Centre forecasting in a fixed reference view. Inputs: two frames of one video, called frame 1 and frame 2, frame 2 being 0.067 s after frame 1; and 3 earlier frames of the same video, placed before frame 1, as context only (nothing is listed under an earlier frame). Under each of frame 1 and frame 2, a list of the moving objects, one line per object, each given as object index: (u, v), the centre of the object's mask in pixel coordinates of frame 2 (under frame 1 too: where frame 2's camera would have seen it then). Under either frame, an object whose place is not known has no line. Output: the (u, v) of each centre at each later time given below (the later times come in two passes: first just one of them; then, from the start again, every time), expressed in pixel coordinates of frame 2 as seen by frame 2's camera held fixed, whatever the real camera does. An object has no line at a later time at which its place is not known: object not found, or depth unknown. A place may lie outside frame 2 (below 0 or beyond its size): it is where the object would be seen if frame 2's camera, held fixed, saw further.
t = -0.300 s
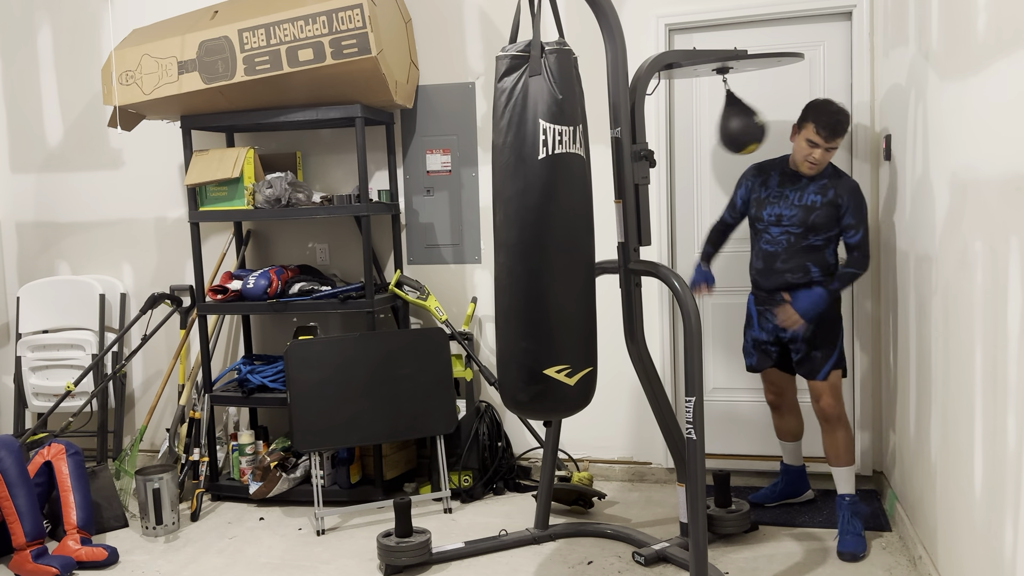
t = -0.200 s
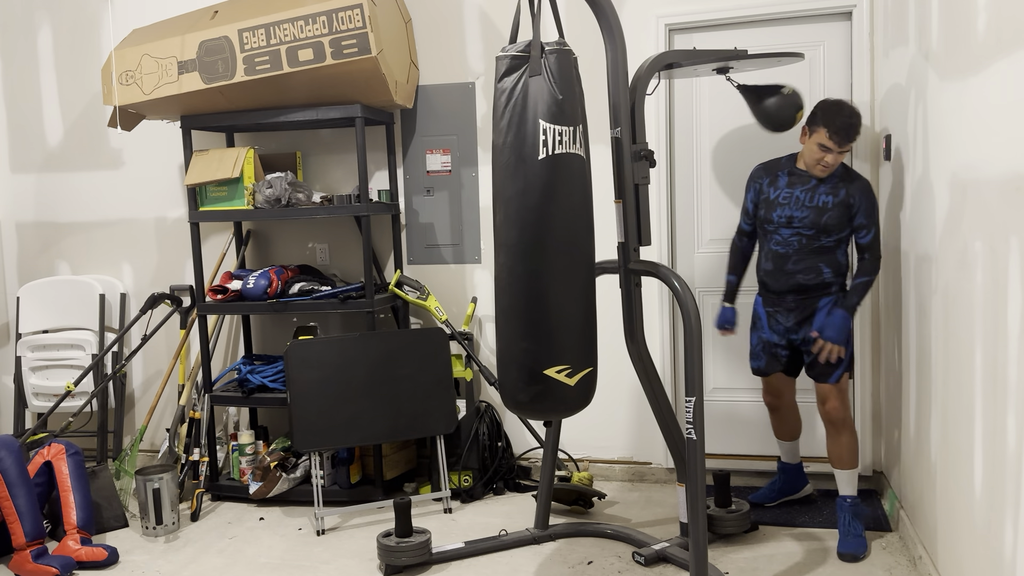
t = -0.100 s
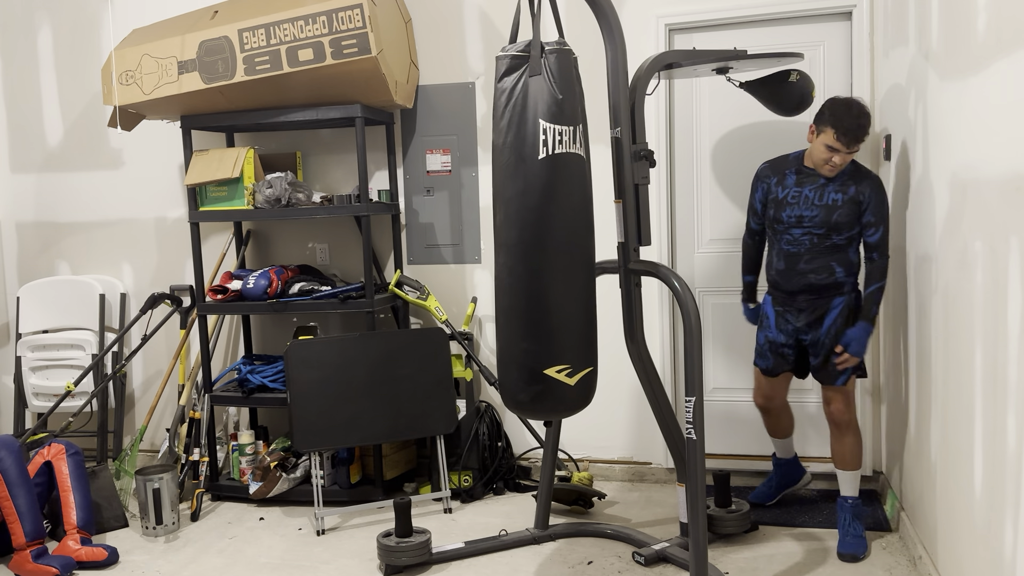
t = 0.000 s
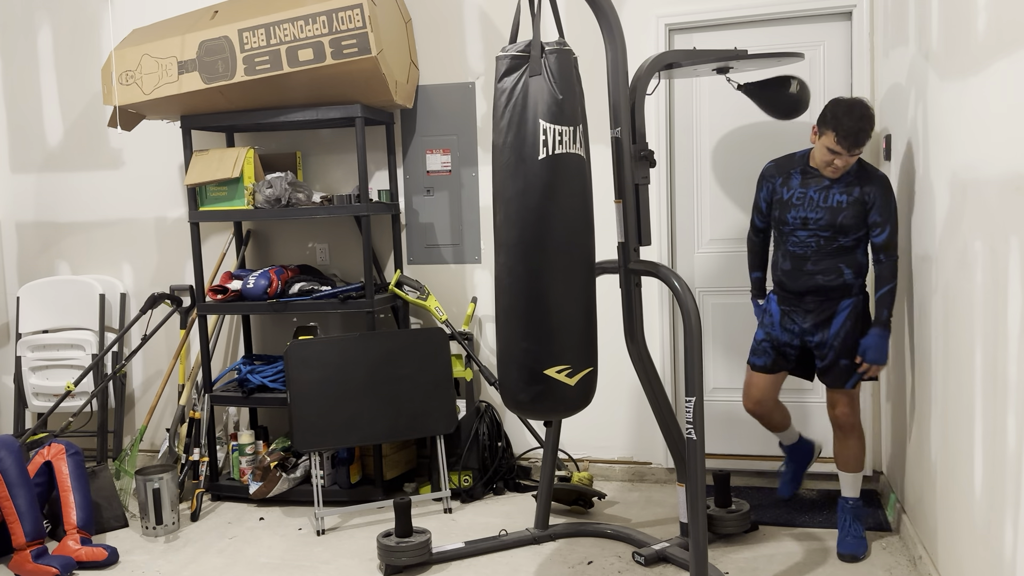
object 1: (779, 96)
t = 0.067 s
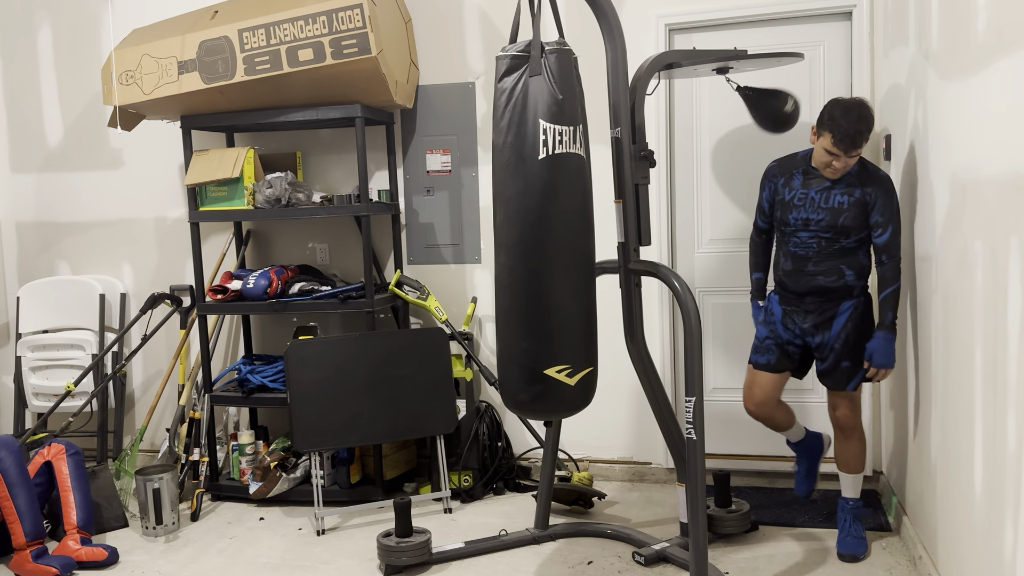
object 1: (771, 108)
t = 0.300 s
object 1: (693, 131)
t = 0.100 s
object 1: (764, 115)
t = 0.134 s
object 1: (754, 123)
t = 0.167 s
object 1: (742, 129)
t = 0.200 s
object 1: (729, 133)
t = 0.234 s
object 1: (716, 135)
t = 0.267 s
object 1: (704, 134)
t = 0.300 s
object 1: (693, 131)
